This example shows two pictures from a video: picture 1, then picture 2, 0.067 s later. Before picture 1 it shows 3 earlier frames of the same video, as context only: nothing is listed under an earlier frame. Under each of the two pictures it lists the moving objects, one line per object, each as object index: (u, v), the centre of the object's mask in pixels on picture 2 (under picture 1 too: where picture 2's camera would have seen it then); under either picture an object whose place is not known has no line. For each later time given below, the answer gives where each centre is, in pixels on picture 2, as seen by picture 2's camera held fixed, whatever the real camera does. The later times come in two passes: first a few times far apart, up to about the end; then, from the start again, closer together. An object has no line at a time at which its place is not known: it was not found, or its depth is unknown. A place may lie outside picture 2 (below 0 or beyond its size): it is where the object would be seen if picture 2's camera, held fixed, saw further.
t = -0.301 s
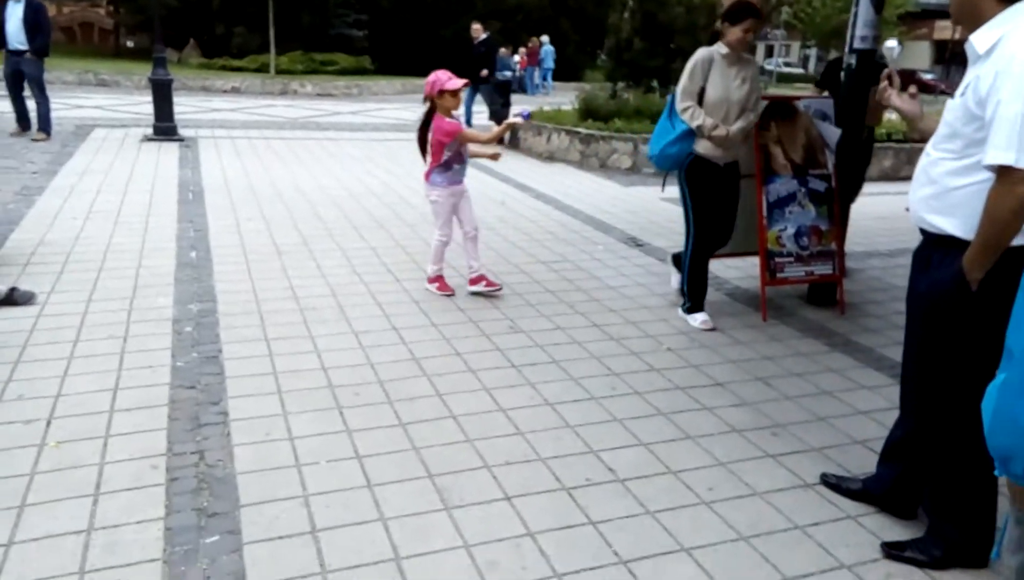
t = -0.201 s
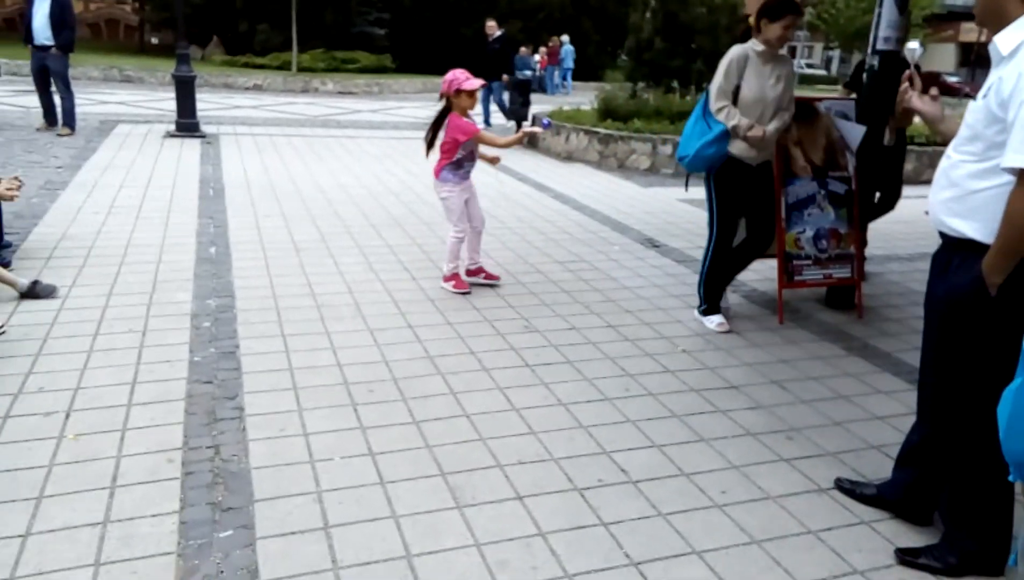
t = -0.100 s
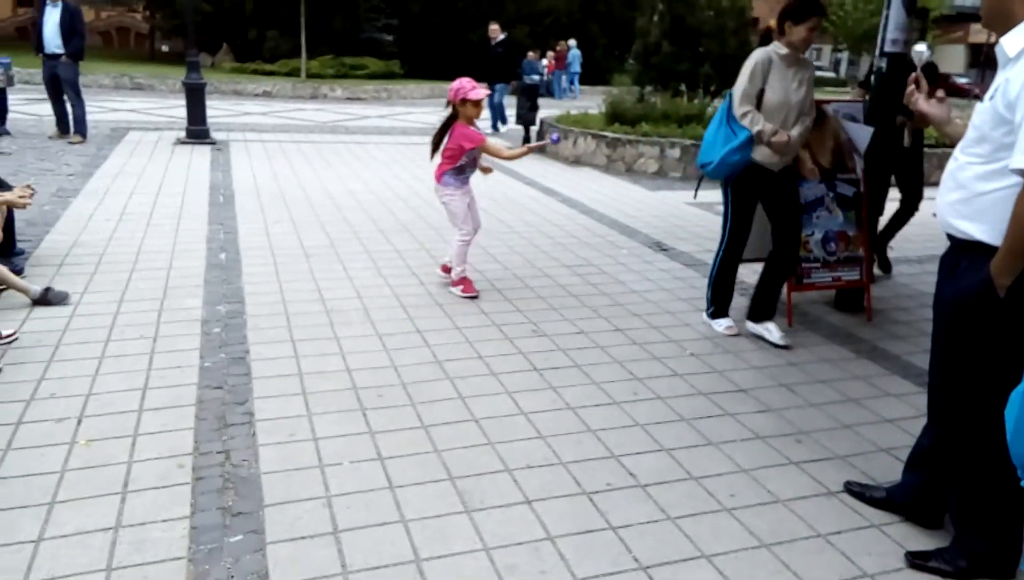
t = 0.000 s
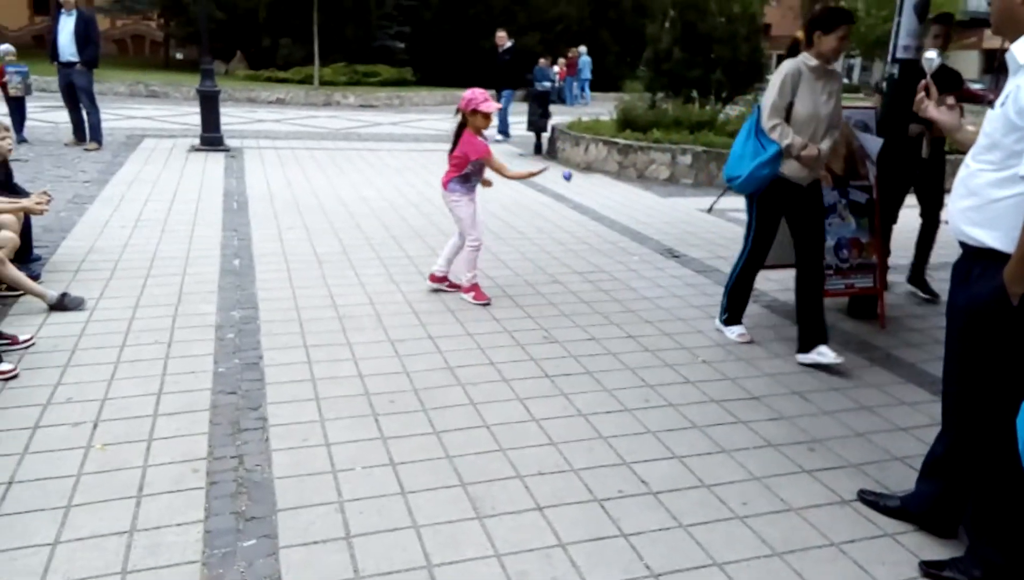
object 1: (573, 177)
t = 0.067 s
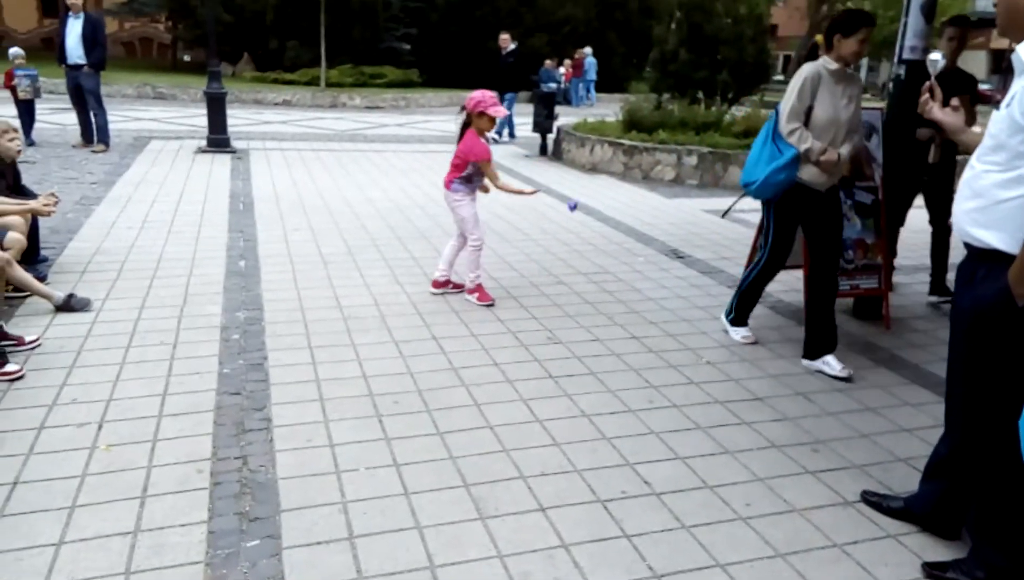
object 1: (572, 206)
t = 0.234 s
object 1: (572, 304)
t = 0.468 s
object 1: (598, 288)
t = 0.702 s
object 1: (620, 332)
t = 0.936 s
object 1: (631, 350)
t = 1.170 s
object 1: (630, 359)
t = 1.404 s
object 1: (631, 358)
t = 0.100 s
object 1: (572, 224)
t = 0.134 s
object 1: (572, 242)
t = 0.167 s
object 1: (571, 262)
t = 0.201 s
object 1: (571, 284)
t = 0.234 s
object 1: (572, 304)
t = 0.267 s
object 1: (575, 296)
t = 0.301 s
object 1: (579, 290)
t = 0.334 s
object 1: (583, 286)
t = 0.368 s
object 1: (587, 284)
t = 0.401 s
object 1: (591, 283)
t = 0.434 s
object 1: (594, 284)
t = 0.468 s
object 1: (598, 288)
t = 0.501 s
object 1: (602, 294)
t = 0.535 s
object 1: (606, 302)
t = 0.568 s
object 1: (610, 312)
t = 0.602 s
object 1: (612, 323)
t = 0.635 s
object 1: (616, 335)
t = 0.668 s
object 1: (618, 332)
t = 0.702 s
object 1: (620, 332)
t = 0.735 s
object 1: (622, 333)
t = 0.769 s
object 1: (625, 338)
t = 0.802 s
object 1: (626, 344)
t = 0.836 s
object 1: (628, 348)
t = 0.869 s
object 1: (629, 347)
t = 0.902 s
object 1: (630, 347)
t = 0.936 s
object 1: (631, 350)
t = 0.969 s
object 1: (632, 355)
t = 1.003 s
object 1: (632, 357)
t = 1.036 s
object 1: (631, 357)
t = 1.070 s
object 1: (630, 358)
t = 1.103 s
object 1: (630, 358)
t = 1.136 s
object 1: (630, 359)
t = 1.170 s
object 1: (630, 359)
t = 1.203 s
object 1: (630, 359)
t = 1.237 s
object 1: (631, 359)
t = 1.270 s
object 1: (631, 359)
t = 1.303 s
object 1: (631, 359)
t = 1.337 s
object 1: (631, 359)
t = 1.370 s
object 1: (631, 358)
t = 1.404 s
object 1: (631, 358)
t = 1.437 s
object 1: (632, 358)
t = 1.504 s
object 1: (632, 358)
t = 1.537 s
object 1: (633, 357)
